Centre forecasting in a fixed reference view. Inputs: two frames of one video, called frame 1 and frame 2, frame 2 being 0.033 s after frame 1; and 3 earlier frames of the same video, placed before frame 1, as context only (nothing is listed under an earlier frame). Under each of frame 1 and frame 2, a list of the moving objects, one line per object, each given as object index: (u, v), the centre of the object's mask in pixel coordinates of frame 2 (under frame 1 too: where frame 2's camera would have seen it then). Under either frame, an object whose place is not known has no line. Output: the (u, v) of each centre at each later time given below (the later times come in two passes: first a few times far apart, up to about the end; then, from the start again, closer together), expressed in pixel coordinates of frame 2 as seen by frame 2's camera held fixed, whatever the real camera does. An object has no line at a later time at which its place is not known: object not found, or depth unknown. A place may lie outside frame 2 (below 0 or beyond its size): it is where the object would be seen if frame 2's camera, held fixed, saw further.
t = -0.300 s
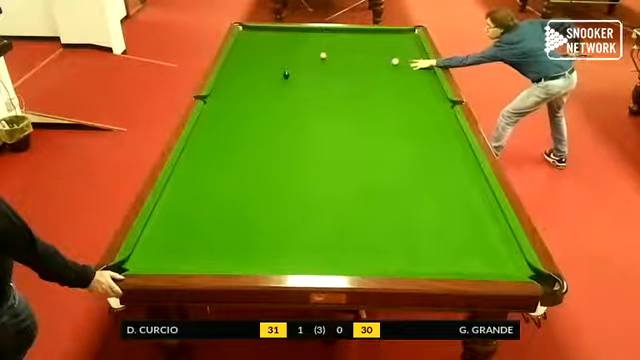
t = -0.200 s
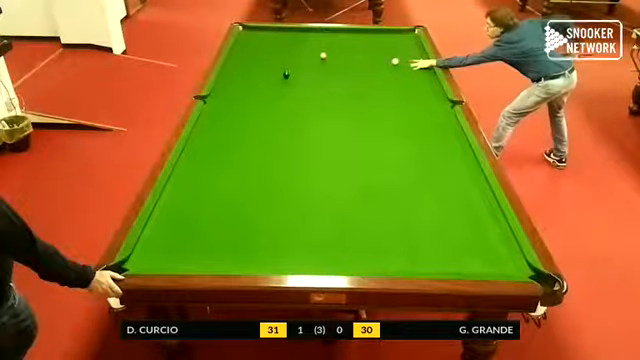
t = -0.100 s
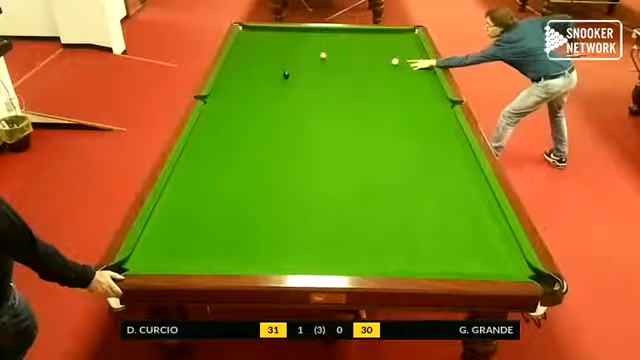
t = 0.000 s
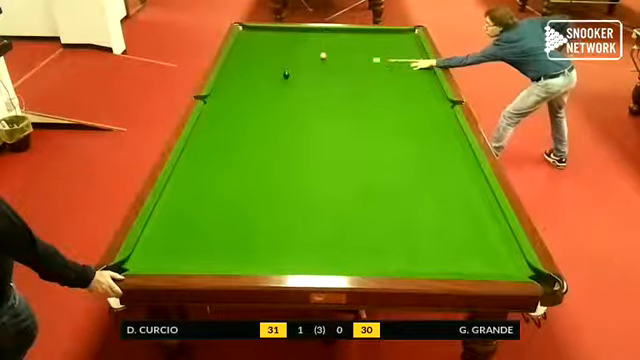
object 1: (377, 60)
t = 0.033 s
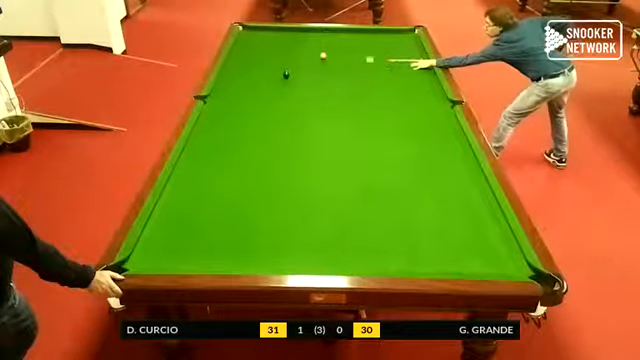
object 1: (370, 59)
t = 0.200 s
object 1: (336, 58)
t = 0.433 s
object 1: (309, 60)
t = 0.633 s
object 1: (287, 64)
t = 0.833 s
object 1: (266, 67)
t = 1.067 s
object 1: (238, 71)
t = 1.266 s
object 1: (226, 75)
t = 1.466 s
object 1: (239, 78)
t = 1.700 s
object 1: (253, 82)
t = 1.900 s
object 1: (265, 84)
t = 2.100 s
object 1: (279, 89)
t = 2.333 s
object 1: (291, 92)
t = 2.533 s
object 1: (303, 95)
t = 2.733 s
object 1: (316, 98)
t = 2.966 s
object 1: (329, 101)
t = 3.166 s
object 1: (340, 105)
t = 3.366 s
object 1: (351, 107)
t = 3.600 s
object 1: (365, 110)
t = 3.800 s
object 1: (375, 113)
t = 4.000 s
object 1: (385, 115)
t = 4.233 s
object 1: (397, 118)
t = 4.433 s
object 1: (406, 120)
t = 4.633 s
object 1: (415, 122)
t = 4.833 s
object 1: (424, 124)
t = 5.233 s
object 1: (442, 128)
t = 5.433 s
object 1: (448, 129)
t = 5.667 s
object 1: (457, 131)
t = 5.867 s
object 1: (458, 132)
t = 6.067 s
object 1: (454, 133)
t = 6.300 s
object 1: (451, 133)
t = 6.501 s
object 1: (449, 134)
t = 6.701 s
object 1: (447, 134)
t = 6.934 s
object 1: (446, 134)
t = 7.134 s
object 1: (445, 135)
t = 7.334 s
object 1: (445, 135)
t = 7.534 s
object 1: (445, 135)
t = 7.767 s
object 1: (445, 135)
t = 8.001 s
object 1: (445, 135)
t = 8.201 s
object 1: (445, 135)
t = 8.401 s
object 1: (445, 135)
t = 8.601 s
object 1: (444, 135)
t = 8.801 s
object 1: (445, 135)
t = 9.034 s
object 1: (445, 135)
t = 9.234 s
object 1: (445, 135)
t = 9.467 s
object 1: (445, 135)
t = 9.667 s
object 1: (445, 135)
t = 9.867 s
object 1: (445, 135)
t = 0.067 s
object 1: (363, 60)
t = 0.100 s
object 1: (355, 59)
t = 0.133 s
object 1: (349, 59)
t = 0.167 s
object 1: (343, 58)
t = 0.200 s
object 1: (336, 58)
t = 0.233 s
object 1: (330, 57)
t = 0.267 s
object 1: (324, 57)
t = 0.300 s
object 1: (322, 58)
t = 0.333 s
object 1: (319, 59)
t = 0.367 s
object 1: (316, 59)
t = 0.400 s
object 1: (313, 60)
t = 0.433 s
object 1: (309, 60)
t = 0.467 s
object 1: (305, 61)
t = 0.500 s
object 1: (301, 62)
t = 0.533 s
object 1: (298, 62)
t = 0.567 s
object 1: (295, 63)
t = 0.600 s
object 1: (291, 64)
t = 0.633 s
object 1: (287, 64)
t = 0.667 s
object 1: (283, 65)
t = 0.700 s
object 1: (280, 65)
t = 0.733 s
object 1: (276, 66)
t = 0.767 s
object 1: (273, 66)
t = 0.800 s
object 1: (268, 67)
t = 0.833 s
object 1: (266, 67)
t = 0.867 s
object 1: (261, 68)
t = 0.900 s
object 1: (257, 69)
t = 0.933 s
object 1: (253, 69)
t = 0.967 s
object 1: (249, 69)
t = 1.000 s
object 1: (246, 70)
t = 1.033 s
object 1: (242, 71)
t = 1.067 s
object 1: (238, 71)
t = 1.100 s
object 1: (234, 71)
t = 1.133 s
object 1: (230, 72)
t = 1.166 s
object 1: (226, 73)
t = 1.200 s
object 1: (223, 74)
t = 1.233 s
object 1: (224, 74)
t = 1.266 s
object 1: (226, 75)
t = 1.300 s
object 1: (228, 75)
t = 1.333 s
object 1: (230, 76)
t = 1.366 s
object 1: (233, 76)
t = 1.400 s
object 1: (235, 77)
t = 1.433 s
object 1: (236, 77)
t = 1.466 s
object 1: (239, 78)
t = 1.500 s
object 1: (241, 79)
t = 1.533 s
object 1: (243, 79)
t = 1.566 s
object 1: (245, 80)
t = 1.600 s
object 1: (247, 80)
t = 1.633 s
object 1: (250, 81)
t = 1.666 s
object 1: (251, 81)
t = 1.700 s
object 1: (253, 82)
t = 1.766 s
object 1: (257, 83)
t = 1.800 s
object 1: (258, 83)
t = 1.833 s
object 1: (261, 84)
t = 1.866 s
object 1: (262, 84)
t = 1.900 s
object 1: (265, 84)
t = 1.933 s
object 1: (267, 86)
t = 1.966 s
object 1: (269, 86)
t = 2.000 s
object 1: (271, 86)
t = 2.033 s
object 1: (273, 87)
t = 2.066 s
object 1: (275, 88)
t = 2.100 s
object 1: (279, 89)
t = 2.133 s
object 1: (279, 89)
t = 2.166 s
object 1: (282, 89)
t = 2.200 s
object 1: (284, 90)
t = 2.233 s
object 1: (286, 90)
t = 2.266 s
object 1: (287, 91)
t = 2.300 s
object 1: (289, 91)
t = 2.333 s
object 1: (291, 92)
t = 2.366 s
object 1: (293, 92)
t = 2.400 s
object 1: (296, 93)
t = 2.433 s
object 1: (298, 93)
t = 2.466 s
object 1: (299, 94)
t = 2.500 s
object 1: (301, 94)
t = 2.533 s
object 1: (303, 95)
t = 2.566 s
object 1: (305, 96)
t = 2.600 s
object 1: (308, 96)
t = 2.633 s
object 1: (309, 97)
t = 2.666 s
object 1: (312, 97)
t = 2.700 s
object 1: (313, 98)
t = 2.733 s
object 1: (316, 98)
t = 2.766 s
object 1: (318, 99)
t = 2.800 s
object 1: (319, 99)
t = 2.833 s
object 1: (321, 100)
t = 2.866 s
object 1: (323, 100)
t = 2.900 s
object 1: (325, 101)
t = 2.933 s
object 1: (327, 101)
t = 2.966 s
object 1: (329, 101)
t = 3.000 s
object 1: (331, 102)
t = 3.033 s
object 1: (333, 103)
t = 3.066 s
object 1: (335, 103)
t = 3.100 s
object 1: (337, 104)
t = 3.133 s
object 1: (339, 104)
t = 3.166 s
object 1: (340, 105)
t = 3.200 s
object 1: (342, 105)
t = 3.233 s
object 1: (344, 105)
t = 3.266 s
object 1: (345, 106)
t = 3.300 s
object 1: (348, 106)
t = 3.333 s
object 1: (350, 107)
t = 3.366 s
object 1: (351, 107)
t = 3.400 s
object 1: (353, 108)
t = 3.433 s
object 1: (355, 108)
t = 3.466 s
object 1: (357, 109)
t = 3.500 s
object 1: (358, 109)
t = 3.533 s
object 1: (361, 110)
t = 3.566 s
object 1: (362, 110)
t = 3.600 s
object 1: (365, 110)
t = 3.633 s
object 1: (366, 111)
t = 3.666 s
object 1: (368, 111)
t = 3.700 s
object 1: (369, 112)
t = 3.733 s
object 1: (371, 112)
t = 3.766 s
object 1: (373, 113)
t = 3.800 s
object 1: (375, 113)
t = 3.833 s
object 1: (377, 114)
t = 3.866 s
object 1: (378, 114)
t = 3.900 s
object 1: (380, 114)
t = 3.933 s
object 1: (381, 115)
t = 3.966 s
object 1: (383, 115)
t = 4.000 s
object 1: (385, 115)
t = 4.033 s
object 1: (387, 116)
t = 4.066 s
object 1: (388, 116)
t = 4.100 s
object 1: (390, 117)
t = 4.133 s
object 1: (392, 117)
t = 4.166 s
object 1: (394, 118)
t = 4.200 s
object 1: (395, 118)
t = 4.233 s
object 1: (397, 118)
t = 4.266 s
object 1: (398, 118)
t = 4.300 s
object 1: (400, 119)
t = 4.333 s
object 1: (402, 119)
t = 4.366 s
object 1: (403, 119)
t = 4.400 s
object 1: (405, 120)
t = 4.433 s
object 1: (406, 120)
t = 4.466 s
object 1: (408, 121)
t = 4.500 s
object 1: (409, 121)
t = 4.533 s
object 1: (411, 121)
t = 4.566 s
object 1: (413, 122)
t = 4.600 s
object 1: (414, 122)
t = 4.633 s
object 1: (415, 122)
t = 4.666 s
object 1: (417, 123)
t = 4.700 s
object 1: (418, 123)
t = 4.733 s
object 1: (420, 123)
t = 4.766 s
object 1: (421, 123)
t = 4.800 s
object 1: (423, 124)
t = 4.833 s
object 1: (424, 124)
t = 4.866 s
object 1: (426, 124)
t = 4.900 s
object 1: (427, 125)
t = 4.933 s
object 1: (427, 125)
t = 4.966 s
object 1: (430, 125)
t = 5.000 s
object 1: (430, 126)
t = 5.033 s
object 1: (432, 126)
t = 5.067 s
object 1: (435, 126)
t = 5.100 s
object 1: (435, 127)
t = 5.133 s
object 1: (438, 127)
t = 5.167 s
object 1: (439, 127)
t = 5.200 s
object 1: (440, 127)
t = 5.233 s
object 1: (442, 128)
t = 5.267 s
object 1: (442, 128)
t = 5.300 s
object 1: (444, 129)
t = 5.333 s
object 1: (446, 129)
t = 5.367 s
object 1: (447, 129)
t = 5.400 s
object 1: (448, 129)
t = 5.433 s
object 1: (448, 129)
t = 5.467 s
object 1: (449, 130)
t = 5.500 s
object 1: (453, 131)
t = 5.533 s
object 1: (453, 131)
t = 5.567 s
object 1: (454, 131)
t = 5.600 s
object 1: (454, 131)
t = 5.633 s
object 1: (456, 131)
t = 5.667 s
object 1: (457, 131)
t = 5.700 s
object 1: (458, 131)
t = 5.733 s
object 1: (459, 132)
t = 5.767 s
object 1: (459, 132)
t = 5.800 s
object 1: (459, 132)
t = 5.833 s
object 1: (458, 132)
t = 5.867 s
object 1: (458, 132)
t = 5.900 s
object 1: (458, 132)
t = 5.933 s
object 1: (456, 132)
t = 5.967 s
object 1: (456, 132)
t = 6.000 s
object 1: (456, 132)
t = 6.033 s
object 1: (454, 133)
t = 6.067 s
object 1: (454, 133)
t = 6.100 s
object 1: (454, 133)
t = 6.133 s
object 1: (454, 133)
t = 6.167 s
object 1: (453, 133)
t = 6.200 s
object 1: (452, 133)
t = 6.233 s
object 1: (451, 133)
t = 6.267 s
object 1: (451, 133)
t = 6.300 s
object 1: (451, 133)
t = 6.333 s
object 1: (451, 133)
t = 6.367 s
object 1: (450, 133)
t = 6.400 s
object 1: (450, 133)
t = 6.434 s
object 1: (450, 134)
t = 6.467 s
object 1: (449, 134)
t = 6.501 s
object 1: (449, 134)
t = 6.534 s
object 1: (449, 134)
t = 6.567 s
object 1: (448, 134)
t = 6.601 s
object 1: (448, 134)
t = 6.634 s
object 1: (448, 134)
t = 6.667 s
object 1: (447, 134)
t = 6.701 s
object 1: (447, 134)
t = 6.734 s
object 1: (447, 134)
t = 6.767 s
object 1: (446, 134)
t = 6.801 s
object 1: (446, 134)
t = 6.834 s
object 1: (446, 134)
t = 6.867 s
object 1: (446, 134)
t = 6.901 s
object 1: (446, 134)
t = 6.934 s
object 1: (446, 134)
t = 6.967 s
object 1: (446, 134)
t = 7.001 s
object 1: (445, 135)
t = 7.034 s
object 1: (445, 135)
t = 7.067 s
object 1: (445, 135)
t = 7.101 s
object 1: (445, 135)
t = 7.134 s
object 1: (445, 135)
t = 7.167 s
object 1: (445, 135)
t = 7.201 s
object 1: (445, 135)
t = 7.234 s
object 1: (445, 135)
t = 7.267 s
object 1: (445, 135)
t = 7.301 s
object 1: (445, 135)
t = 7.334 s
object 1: (445, 135)
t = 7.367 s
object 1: (445, 135)
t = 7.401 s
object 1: (445, 135)
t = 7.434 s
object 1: (445, 135)
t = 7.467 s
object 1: (445, 135)
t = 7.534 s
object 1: (445, 135)
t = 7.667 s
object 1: (445, 135)
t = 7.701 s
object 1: (445, 135)
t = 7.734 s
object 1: (445, 135)
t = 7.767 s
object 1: (445, 135)
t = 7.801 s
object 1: (445, 135)
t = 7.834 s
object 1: (445, 135)
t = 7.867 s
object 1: (445, 135)
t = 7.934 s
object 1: (445, 135)
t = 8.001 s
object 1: (445, 135)
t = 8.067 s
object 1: (445, 135)
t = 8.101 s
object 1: (445, 135)
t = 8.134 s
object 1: (445, 135)
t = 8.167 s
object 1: (445, 135)
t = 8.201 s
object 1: (445, 135)
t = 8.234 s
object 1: (445, 135)
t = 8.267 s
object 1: (445, 135)
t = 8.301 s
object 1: (445, 135)
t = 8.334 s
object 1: (445, 135)
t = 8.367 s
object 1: (445, 135)
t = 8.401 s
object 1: (445, 135)
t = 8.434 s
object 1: (445, 135)
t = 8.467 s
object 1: (445, 135)
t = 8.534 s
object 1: (445, 135)
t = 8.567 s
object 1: (445, 135)
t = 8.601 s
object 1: (444, 135)
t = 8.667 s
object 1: (445, 135)
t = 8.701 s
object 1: (445, 135)
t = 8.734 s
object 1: (445, 135)
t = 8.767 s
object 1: (445, 135)
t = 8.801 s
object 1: (445, 135)
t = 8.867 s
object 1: (445, 135)
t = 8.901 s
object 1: (445, 135)
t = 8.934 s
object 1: (445, 135)
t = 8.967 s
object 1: (445, 135)
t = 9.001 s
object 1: (445, 135)
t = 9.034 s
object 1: (445, 135)
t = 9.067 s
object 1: (444, 135)
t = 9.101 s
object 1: (445, 135)
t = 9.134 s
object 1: (445, 135)
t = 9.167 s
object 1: (445, 135)
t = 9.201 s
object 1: (445, 135)
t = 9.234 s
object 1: (445, 135)
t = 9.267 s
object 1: (445, 135)
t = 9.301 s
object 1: (445, 135)
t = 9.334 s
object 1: (445, 135)
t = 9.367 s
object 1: (445, 135)
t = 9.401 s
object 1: (445, 135)
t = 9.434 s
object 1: (445, 135)
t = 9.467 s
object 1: (445, 135)
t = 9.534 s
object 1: (445, 135)
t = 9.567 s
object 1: (445, 135)
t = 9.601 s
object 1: (445, 135)
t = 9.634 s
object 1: (445, 135)
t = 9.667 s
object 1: (445, 135)
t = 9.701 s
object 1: (445, 135)
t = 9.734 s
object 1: (445, 135)
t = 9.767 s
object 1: (445, 135)
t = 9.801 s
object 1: (445, 135)
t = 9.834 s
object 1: (445, 135)
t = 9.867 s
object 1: (445, 135)
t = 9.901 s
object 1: (445, 135)
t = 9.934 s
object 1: (445, 135)
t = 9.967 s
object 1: (445, 135)
